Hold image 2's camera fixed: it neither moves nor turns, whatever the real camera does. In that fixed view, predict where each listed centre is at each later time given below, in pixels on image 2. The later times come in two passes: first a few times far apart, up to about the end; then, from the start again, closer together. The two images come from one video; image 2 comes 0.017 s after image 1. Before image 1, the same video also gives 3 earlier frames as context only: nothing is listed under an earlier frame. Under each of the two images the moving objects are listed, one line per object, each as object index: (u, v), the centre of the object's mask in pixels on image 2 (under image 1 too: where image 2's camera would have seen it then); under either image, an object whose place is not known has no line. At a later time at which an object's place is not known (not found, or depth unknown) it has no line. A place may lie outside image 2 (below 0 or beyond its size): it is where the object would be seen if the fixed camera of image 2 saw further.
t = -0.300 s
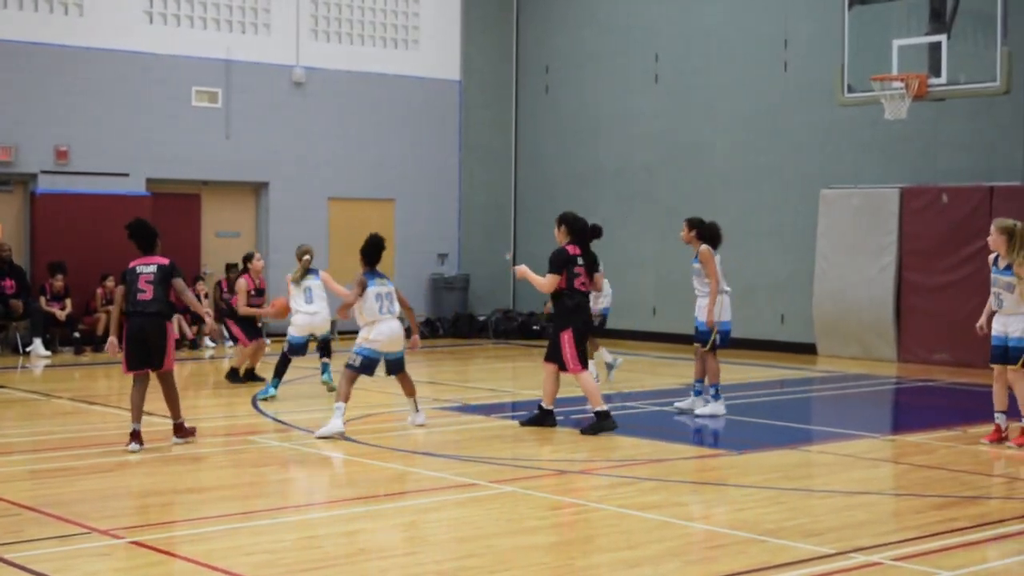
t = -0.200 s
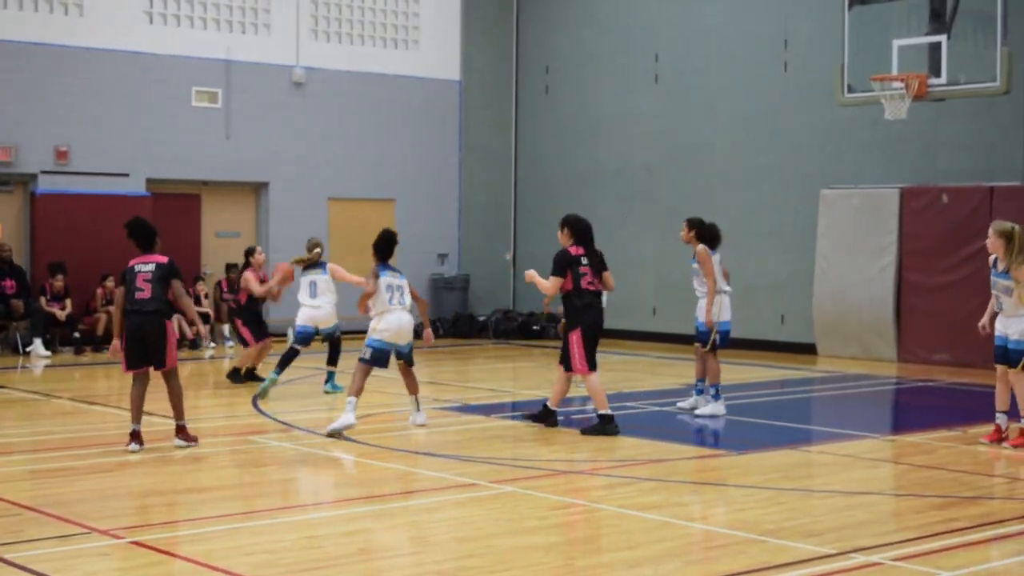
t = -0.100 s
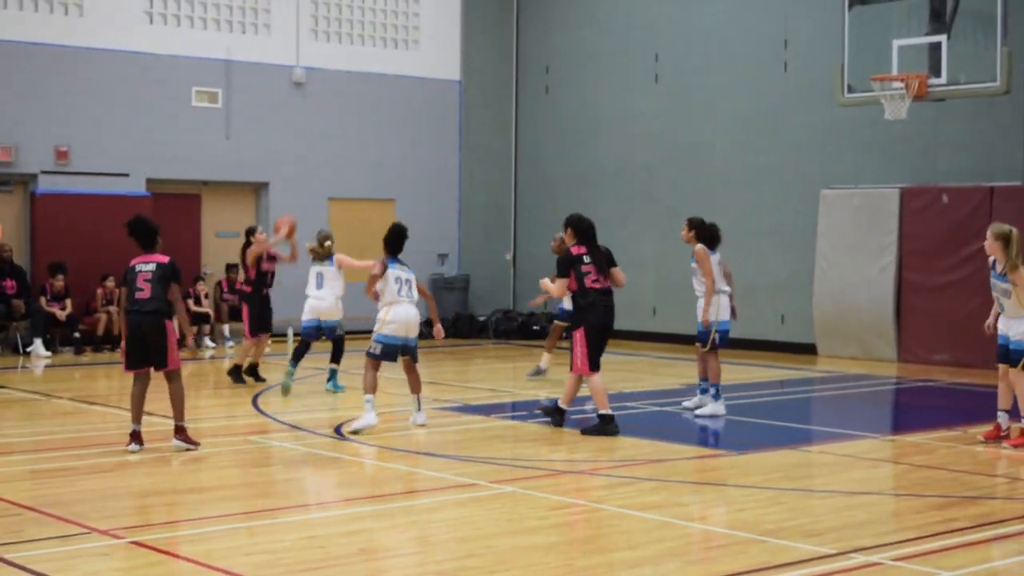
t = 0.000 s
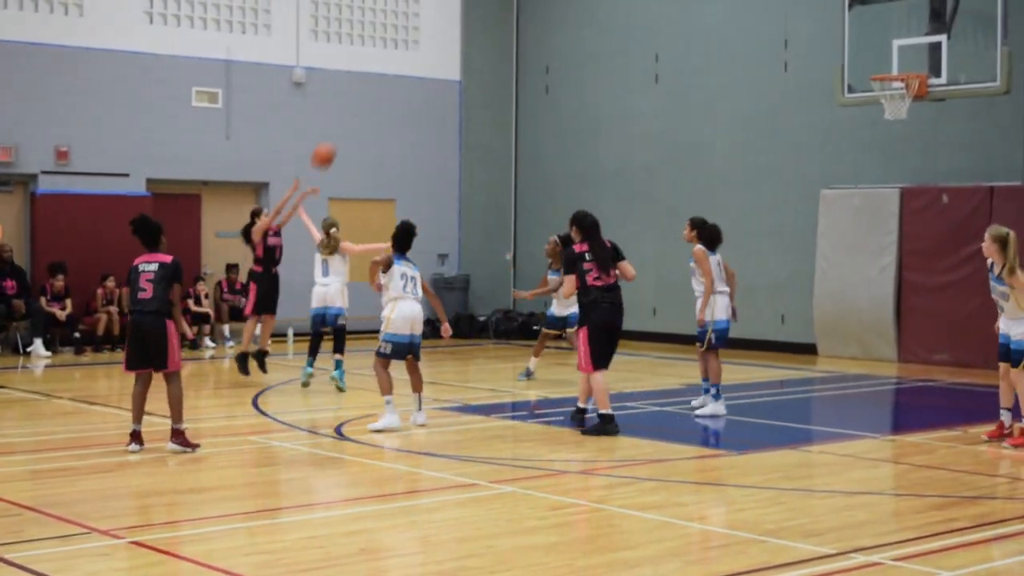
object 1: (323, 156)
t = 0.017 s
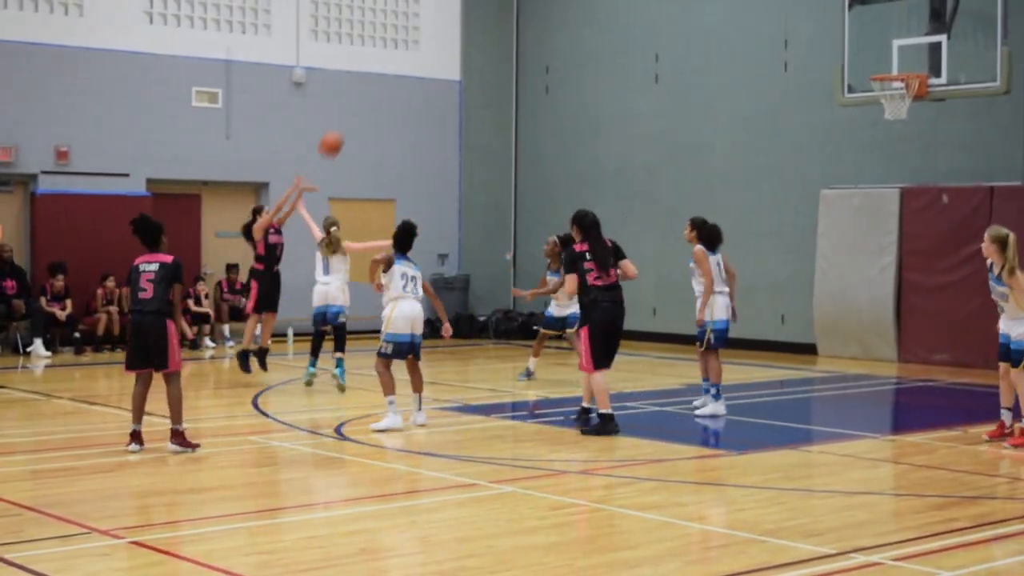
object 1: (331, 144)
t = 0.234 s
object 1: (431, 16)
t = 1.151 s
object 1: (852, -2)
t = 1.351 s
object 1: (939, 52)
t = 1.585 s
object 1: (1030, 39)
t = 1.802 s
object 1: (1118, 84)
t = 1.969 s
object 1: (1188, 159)
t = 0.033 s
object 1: (340, 132)
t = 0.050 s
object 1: (346, 121)
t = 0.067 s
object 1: (354, 110)
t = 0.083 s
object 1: (362, 100)
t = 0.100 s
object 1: (369, 89)
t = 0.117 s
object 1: (377, 80)
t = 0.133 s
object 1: (384, 71)
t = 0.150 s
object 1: (393, 60)
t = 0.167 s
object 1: (400, 50)
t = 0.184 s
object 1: (407, 42)
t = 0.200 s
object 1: (415, 33)
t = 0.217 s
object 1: (423, 24)
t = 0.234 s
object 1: (431, 16)
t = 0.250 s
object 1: (438, 9)
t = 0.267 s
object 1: (446, 5)
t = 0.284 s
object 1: (454, 2)
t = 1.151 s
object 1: (852, -2)
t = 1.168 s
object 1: (860, 1)
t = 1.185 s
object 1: (867, 6)
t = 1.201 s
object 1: (875, 14)
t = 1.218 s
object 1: (883, 22)
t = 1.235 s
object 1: (890, 30)
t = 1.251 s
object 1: (898, 39)
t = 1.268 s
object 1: (907, 50)
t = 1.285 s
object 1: (913, 58)
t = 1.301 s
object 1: (920, 61)
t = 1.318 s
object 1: (926, 57)
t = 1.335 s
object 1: (932, 55)
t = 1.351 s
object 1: (939, 52)
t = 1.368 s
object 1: (945, 50)
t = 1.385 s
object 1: (952, 47)
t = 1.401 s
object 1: (959, 44)
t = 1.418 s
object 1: (965, 42)
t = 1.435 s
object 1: (971, 41)
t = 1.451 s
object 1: (977, 39)
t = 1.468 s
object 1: (983, 38)
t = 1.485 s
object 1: (990, 38)
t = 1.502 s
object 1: (997, 37)
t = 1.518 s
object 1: (1004, 37)
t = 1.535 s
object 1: (1010, 37)
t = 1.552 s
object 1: (1017, 37)
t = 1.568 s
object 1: (1023, 38)
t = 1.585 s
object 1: (1030, 39)
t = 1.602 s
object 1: (1037, 41)
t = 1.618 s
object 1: (1044, 43)
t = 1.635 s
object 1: (1050, 45)
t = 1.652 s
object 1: (1057, 48)
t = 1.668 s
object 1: (1064, 50)
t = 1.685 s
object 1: (1071, 52)
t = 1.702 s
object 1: (1077, 56)
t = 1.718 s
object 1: (1084, 60)
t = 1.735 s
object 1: (1091, 64)
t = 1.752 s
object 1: (1098, 69)
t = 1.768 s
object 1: (1105, 74)
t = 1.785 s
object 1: (1112, 78)
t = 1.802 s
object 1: (1118, 84)
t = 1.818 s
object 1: (1126, 90)
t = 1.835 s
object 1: (1133, 97)
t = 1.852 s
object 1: (1139, 103)
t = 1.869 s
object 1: (1146, 110)
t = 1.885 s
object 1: (1153, 117)
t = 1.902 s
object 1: (1160, 125)
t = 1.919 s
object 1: (1167, 132)
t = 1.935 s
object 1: (1174, 141)
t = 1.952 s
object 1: (1181, 150)
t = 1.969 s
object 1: (1188, 159)
